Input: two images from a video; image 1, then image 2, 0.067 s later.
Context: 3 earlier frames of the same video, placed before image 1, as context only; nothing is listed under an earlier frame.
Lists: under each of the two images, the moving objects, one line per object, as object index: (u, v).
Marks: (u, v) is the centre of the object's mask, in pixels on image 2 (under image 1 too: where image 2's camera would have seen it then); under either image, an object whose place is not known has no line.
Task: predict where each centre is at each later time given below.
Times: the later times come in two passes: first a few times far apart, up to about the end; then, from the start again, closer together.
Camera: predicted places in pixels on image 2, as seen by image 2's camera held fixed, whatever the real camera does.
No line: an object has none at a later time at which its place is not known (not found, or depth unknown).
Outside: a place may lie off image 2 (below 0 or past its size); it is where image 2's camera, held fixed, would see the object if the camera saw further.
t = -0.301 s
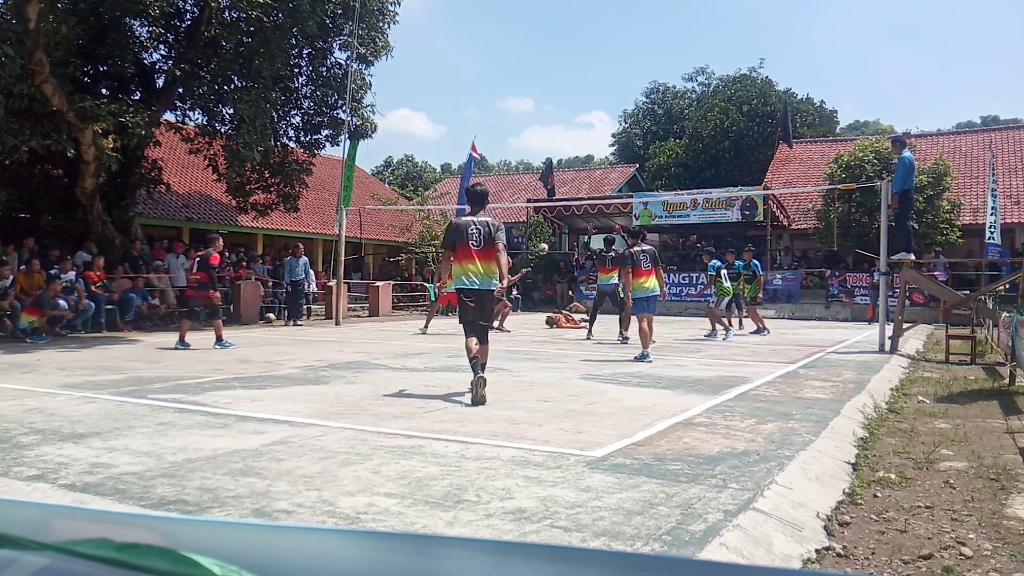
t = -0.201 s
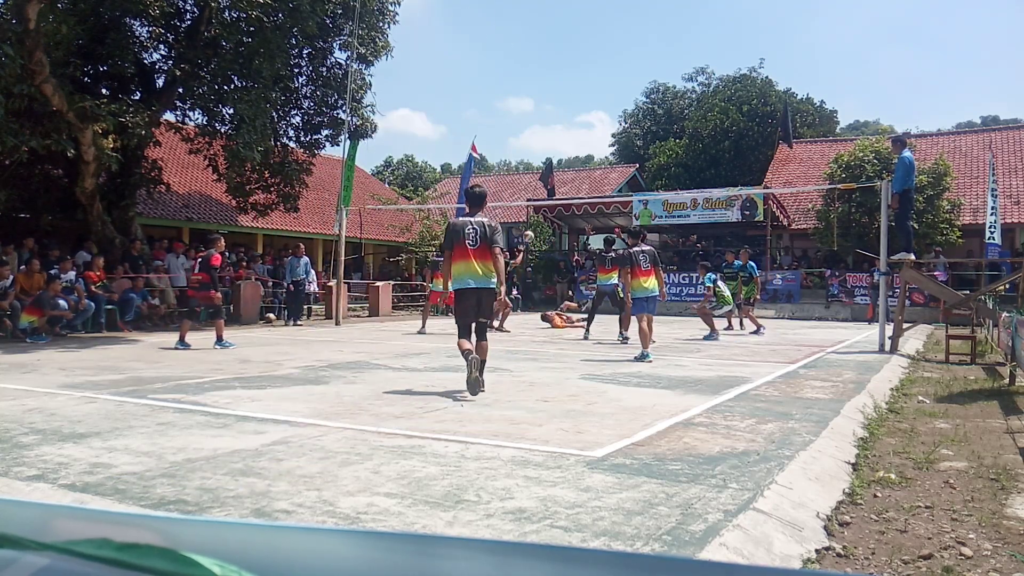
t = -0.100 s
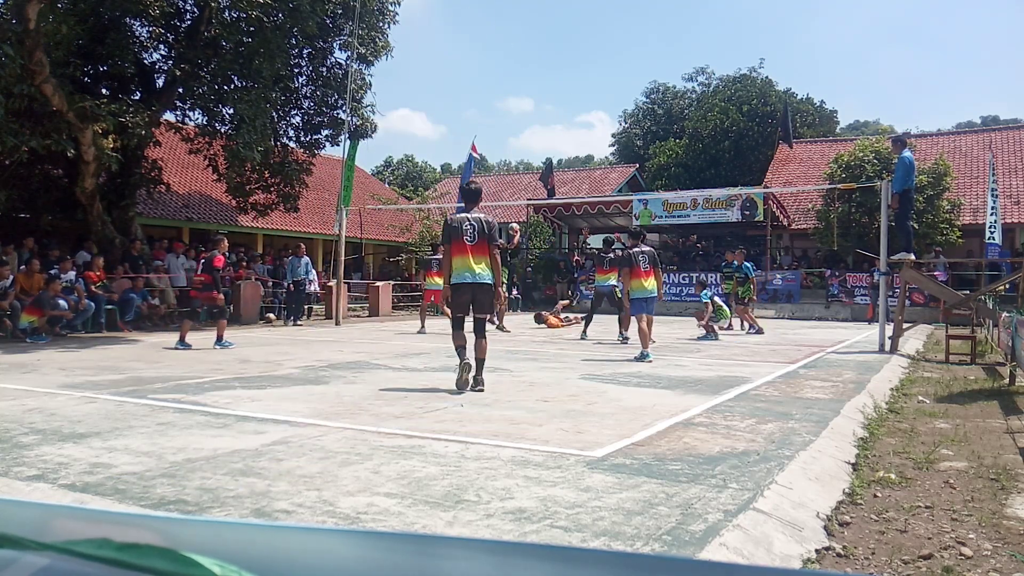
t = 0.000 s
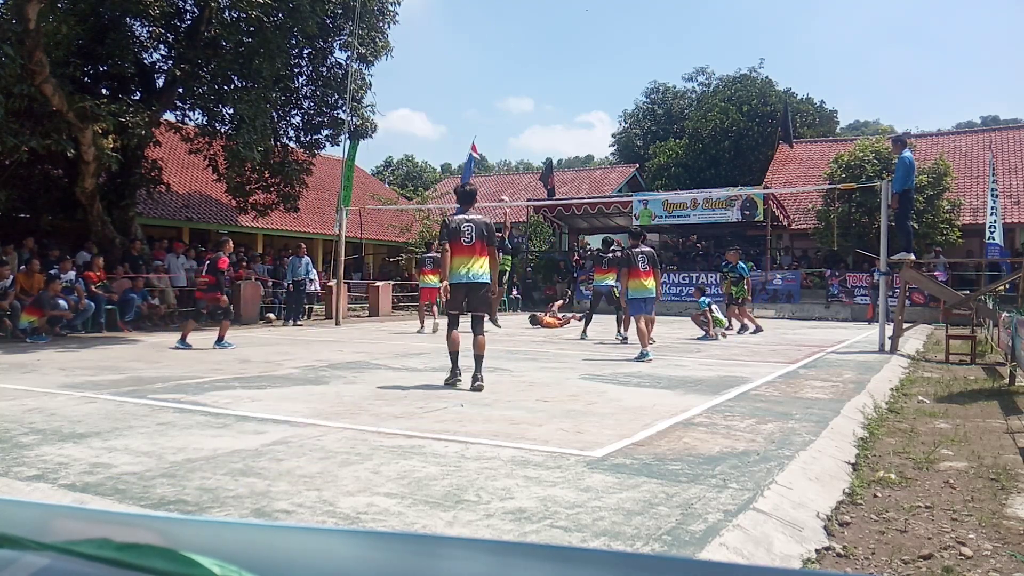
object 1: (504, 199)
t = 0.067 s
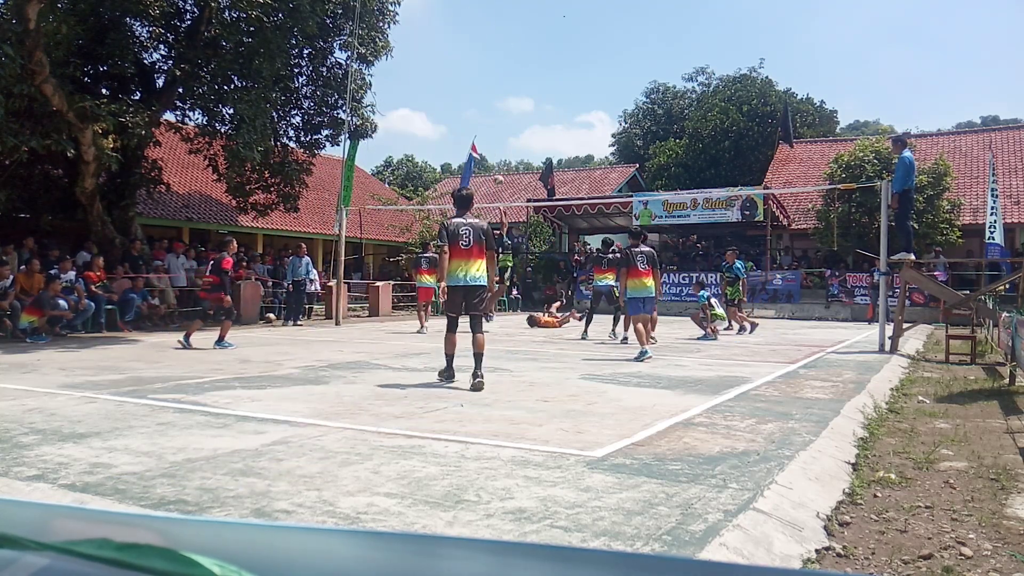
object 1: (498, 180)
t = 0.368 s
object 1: (473, 118)
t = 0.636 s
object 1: (453, 102)
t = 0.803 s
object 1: (438, 113)
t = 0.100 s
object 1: (496, 169)
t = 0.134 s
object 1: (492, 162)
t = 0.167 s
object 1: (490, 154)
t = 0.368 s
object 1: (473, 118)
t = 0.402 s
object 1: (471, 114)
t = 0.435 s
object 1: (468, 111)
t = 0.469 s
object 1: (466, 108)
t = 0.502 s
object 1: (463, 106)
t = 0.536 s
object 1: (460, 104)
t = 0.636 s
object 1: (453, 102)
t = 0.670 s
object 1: (448, 104)
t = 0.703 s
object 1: (445, 106)
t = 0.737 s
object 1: (443, 108)
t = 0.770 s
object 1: (441, 110)
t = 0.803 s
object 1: (438, 113)
